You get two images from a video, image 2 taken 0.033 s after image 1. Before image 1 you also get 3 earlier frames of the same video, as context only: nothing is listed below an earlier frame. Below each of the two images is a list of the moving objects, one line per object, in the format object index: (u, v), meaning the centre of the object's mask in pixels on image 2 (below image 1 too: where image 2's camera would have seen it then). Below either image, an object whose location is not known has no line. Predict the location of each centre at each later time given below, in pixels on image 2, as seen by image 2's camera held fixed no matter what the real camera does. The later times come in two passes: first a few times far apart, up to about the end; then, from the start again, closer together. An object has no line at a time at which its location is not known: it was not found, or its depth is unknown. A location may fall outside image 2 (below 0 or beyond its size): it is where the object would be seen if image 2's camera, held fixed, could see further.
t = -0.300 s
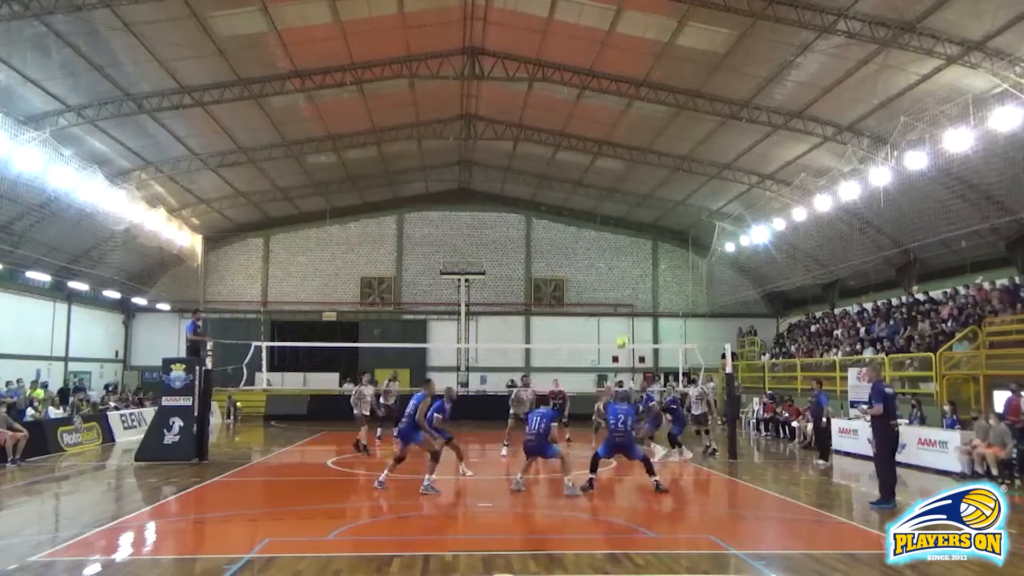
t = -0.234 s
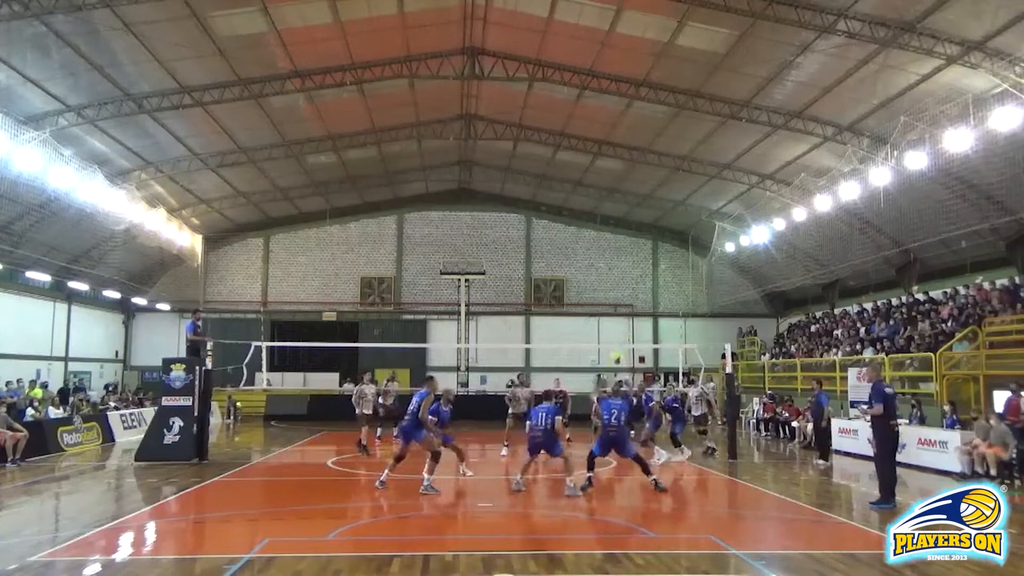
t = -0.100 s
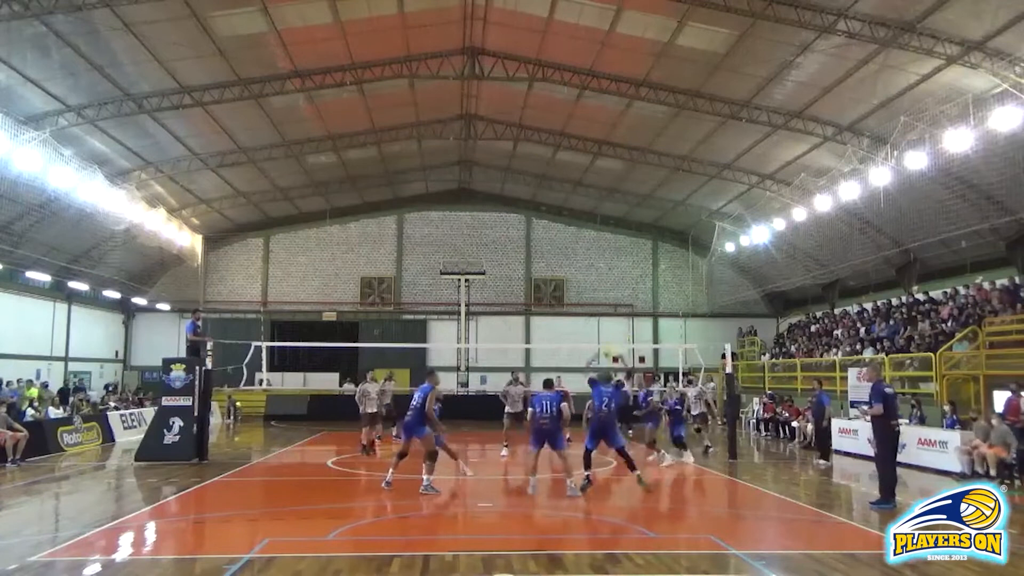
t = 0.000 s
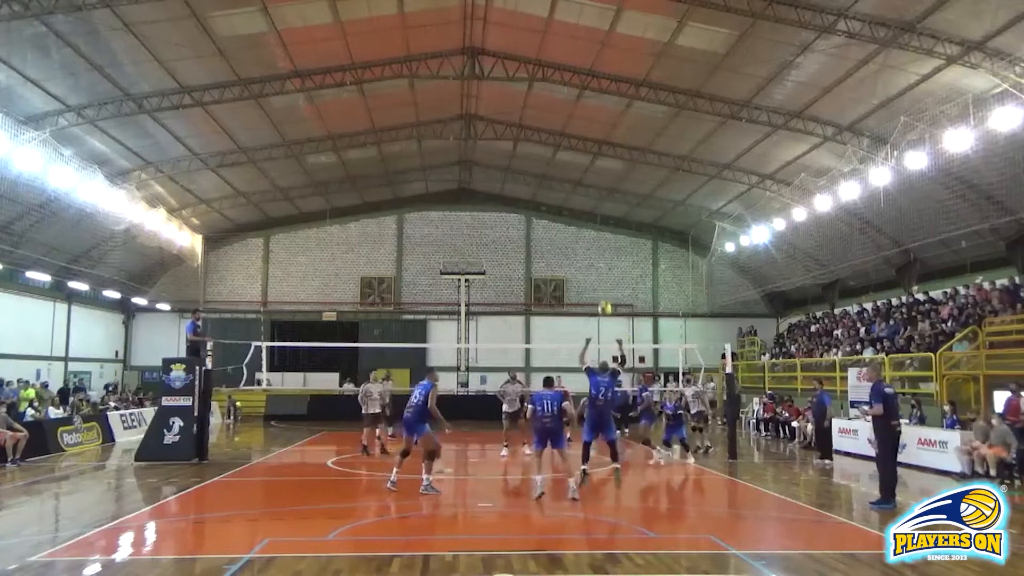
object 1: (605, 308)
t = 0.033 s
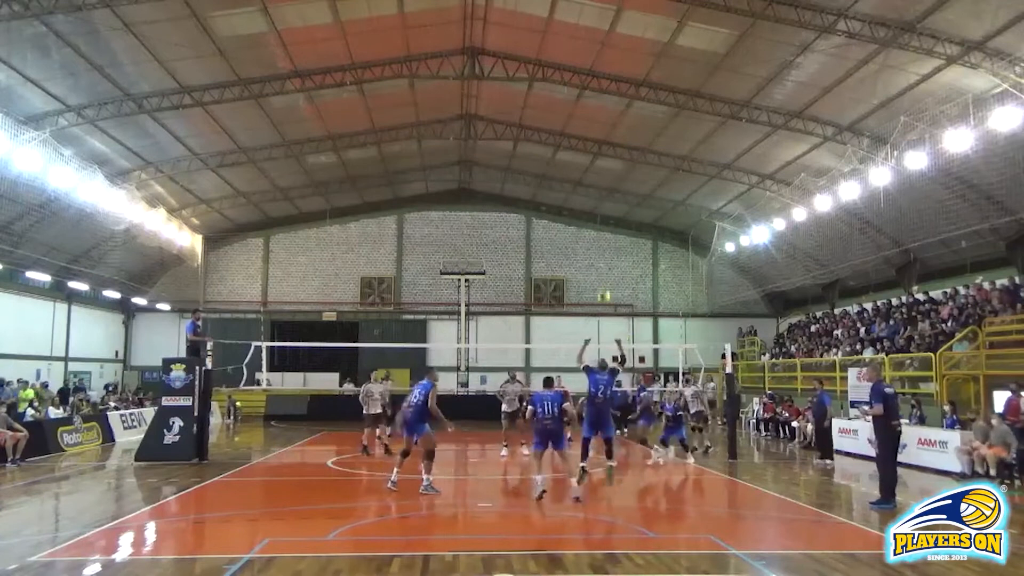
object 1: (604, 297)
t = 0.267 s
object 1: (598, 231)
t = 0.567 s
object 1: (591, 201)
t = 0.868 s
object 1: (586, 217)
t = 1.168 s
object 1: (581, 274)
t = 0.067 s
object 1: (603, 284)
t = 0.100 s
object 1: (603, 275)
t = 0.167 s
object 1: (601, 254)
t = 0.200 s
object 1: (599, 247)
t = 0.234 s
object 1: (599, 238)
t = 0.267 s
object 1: (598, 231)
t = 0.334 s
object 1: (596, 220)
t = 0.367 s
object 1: (595, 215)
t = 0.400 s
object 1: (595, 211)
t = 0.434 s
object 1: (594, 208)
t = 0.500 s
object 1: (593, 203)
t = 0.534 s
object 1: (592, 202)
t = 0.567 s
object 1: (591, 201)
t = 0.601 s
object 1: (591, 201)
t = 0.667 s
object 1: (589, 201)
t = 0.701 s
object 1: (589, 203)
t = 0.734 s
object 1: (588, 205)
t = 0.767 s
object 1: (588, 207)
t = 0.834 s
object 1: (586, 213)
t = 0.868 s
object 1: (586, 217)
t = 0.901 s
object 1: (585, 222)
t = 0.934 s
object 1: (584, 226)
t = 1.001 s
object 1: (583, 238)
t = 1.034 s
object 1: (583, 244)
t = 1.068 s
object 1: (582, 251)
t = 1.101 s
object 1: (581, 258)
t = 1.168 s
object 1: (581, 274)
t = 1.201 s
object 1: (581, 282)
